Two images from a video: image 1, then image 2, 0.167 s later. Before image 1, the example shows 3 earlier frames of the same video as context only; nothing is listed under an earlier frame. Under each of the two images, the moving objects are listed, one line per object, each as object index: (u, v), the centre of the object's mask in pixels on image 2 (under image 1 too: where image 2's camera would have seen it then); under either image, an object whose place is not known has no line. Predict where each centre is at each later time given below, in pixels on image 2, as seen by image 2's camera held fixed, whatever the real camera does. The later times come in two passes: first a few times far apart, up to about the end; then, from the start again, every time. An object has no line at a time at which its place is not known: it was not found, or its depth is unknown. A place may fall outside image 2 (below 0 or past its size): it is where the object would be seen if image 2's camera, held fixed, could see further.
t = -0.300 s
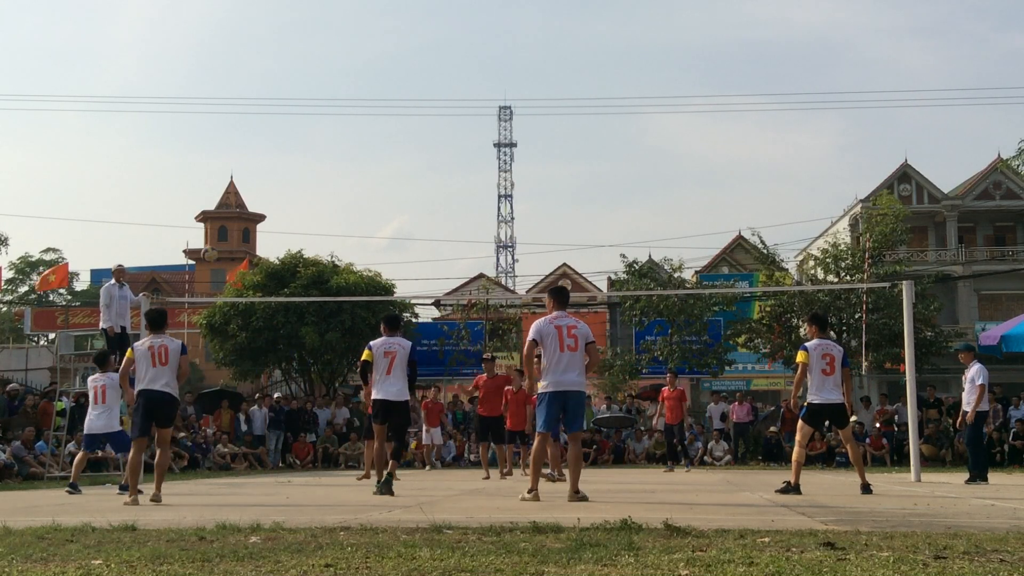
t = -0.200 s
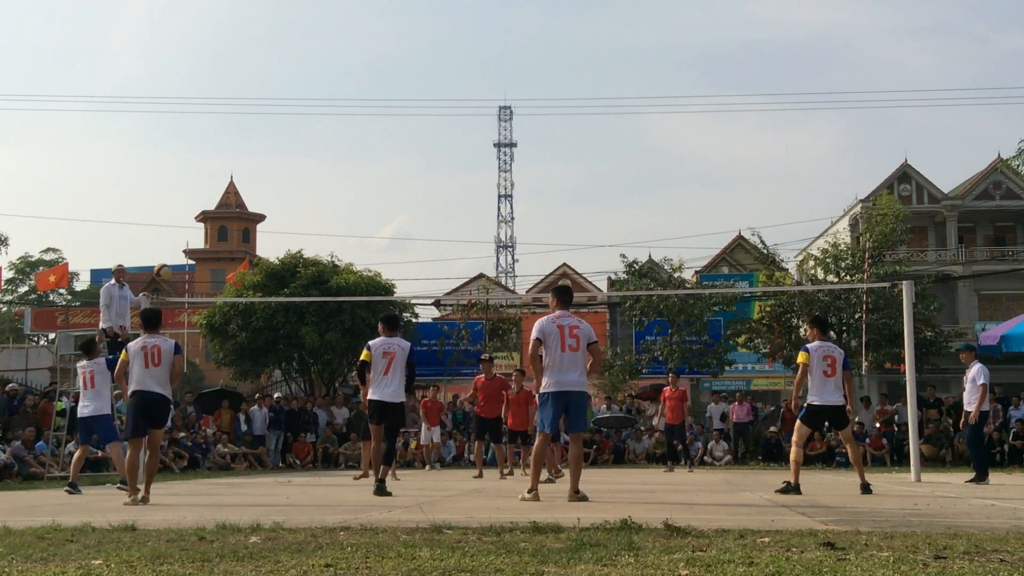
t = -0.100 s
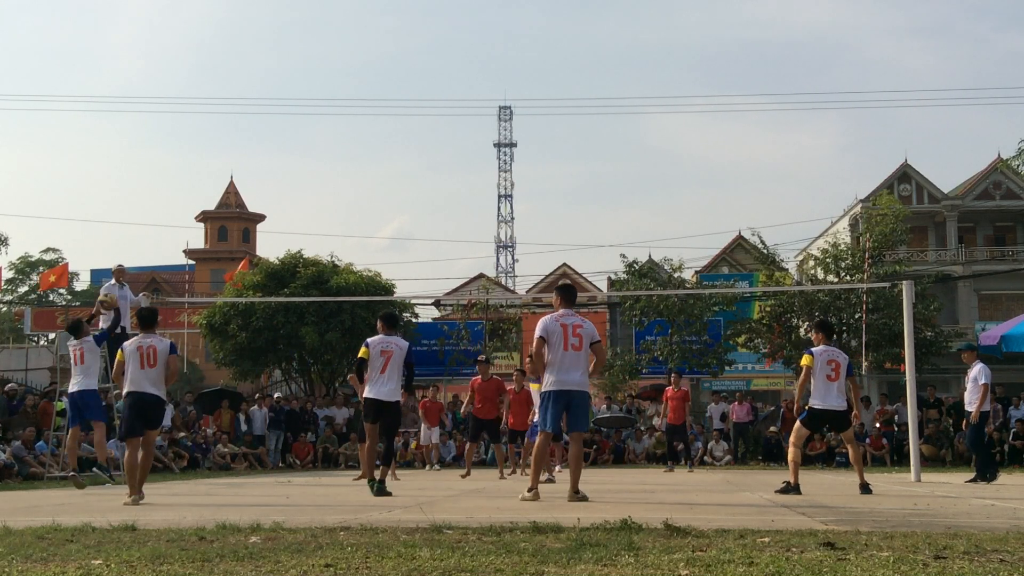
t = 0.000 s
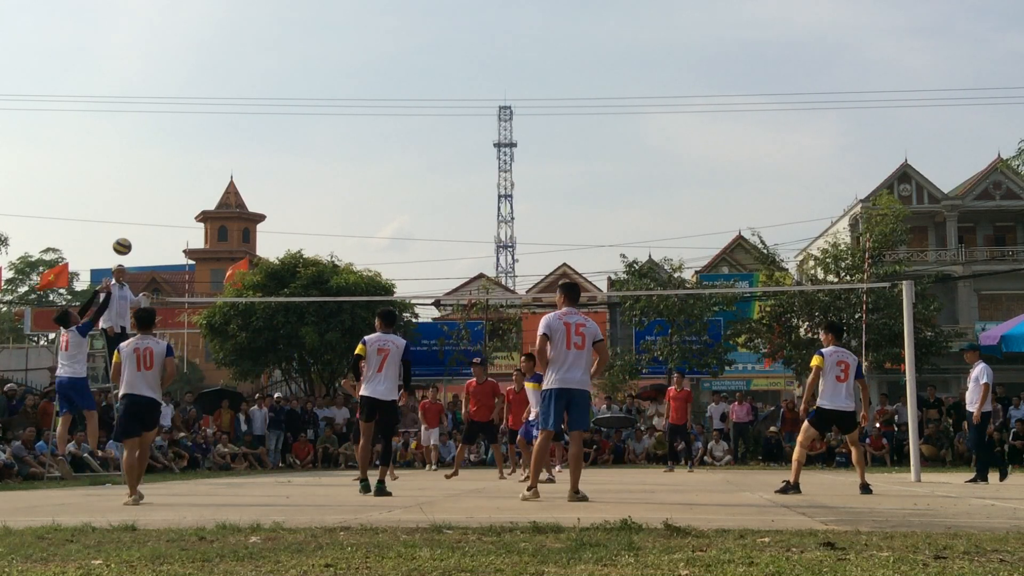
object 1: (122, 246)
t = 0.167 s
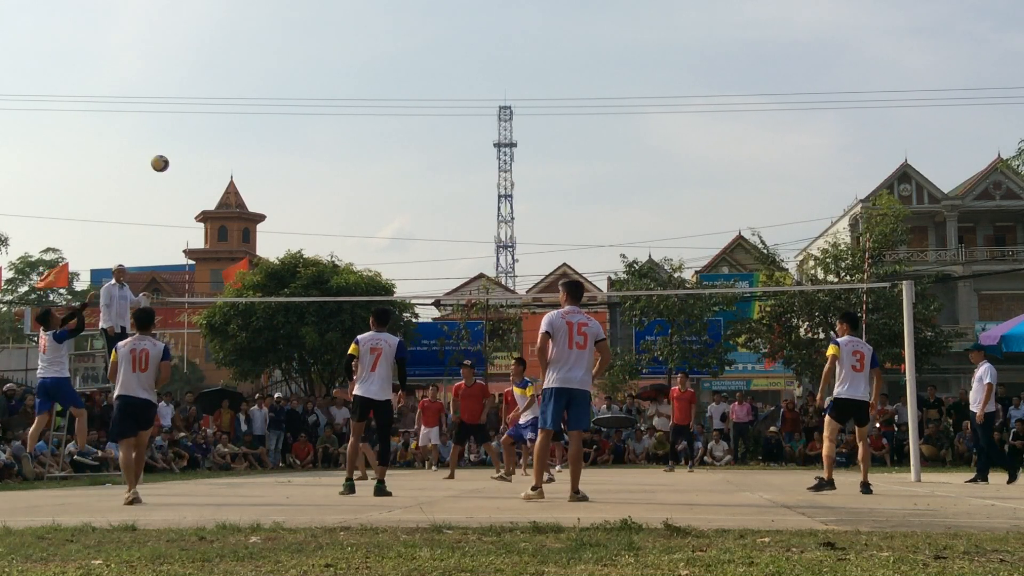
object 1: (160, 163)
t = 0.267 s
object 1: (180, 128)
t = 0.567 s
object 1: (233, 74)
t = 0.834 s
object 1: (274, 86)
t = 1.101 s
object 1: (311, 145)
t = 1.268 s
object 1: (331, 204)
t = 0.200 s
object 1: (167, 150)
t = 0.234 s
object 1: (173, 138)
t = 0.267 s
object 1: (180, 128)
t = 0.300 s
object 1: (186, 118)
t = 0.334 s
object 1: (192, 109)
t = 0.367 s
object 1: (198, 101)
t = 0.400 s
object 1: (204, 94)
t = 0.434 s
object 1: (210, 88)
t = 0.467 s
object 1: (216, 83)
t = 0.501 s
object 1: (222, 79)
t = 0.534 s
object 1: (227, 76)
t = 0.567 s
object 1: (233, 74)
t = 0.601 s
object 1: (238, 73)
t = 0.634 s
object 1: (244, 72)
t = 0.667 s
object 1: (249, 72)
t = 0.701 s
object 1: (254, 74)
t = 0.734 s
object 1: (259, 75)
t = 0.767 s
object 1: (264, 78)
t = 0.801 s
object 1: (269, 81)
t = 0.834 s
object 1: (274, 86)
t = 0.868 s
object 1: (279, 90)
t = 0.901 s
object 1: (284, 96)
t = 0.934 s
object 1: (288, 102)
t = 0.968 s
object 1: (293, 110)
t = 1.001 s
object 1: (298, 117)
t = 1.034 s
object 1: (302, 126)
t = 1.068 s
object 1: (306, 135)
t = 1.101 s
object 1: (311, 145)
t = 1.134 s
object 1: (315, 156)
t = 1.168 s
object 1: (319, 167)
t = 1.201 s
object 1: (323, 179)
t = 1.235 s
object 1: (327, 191)
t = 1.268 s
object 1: (331, 204)
